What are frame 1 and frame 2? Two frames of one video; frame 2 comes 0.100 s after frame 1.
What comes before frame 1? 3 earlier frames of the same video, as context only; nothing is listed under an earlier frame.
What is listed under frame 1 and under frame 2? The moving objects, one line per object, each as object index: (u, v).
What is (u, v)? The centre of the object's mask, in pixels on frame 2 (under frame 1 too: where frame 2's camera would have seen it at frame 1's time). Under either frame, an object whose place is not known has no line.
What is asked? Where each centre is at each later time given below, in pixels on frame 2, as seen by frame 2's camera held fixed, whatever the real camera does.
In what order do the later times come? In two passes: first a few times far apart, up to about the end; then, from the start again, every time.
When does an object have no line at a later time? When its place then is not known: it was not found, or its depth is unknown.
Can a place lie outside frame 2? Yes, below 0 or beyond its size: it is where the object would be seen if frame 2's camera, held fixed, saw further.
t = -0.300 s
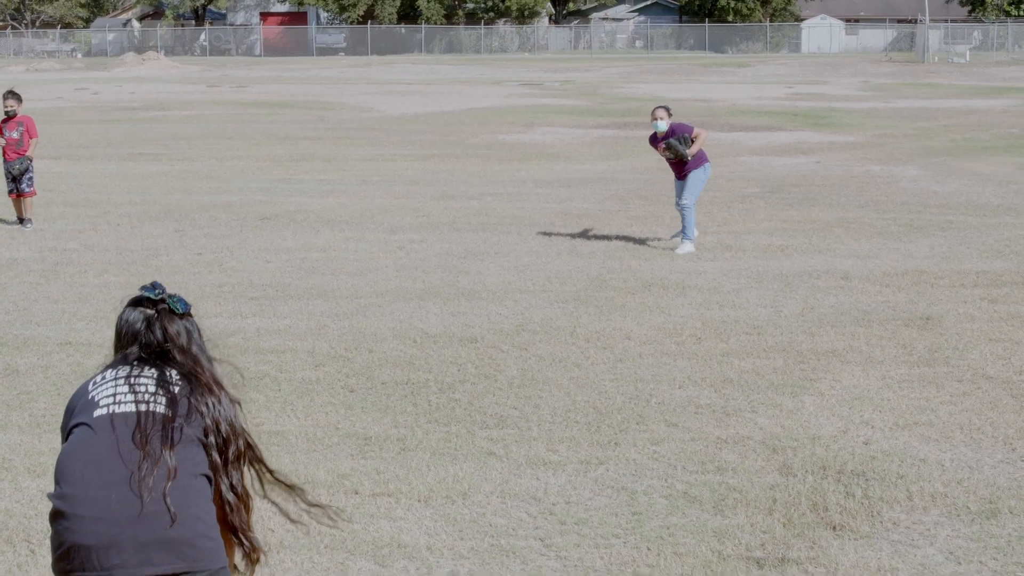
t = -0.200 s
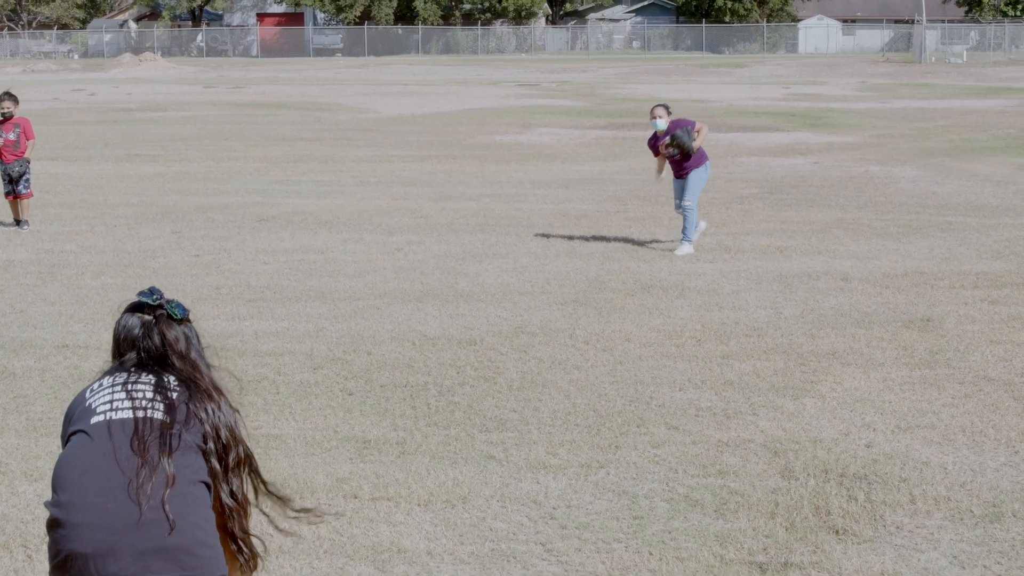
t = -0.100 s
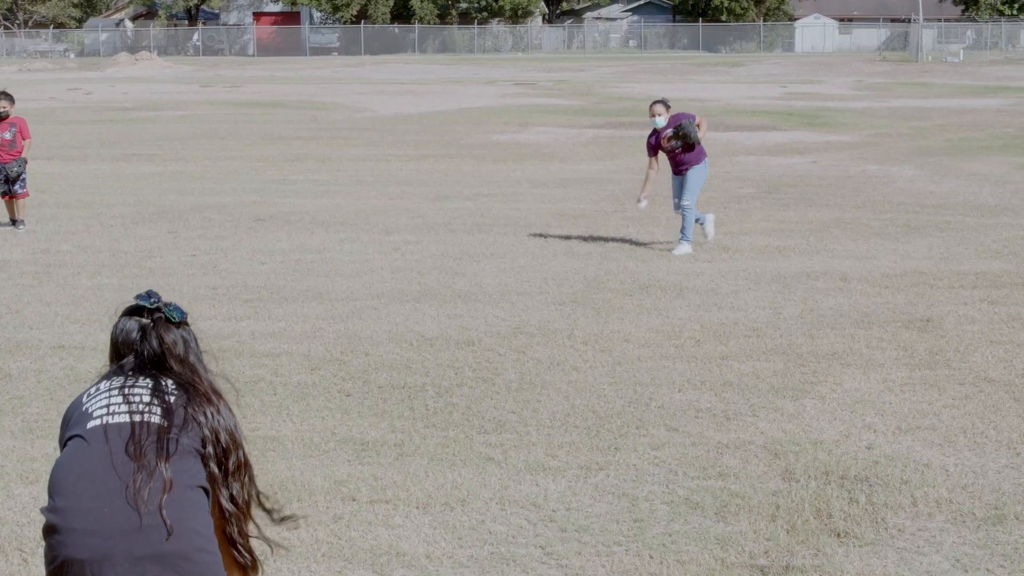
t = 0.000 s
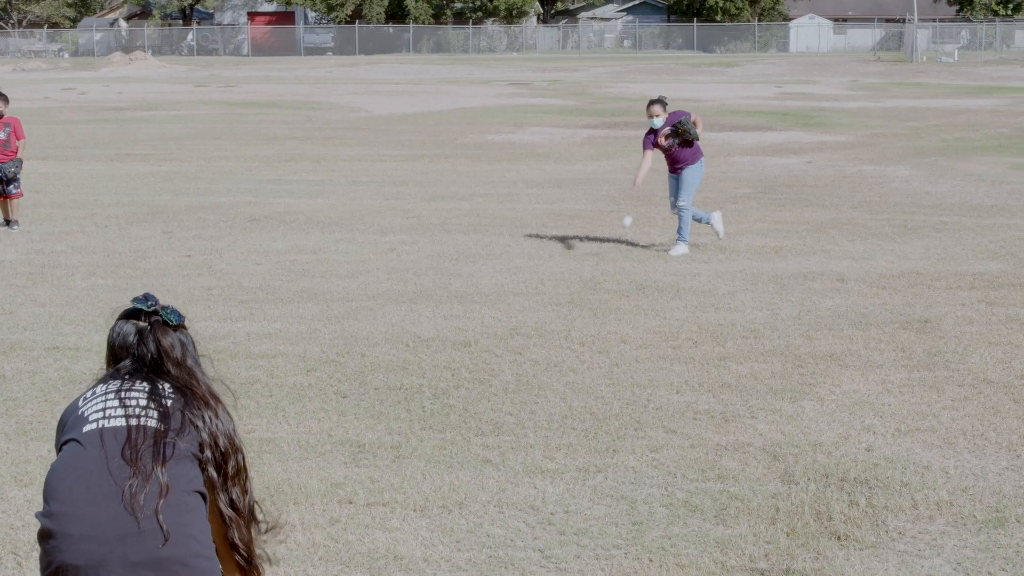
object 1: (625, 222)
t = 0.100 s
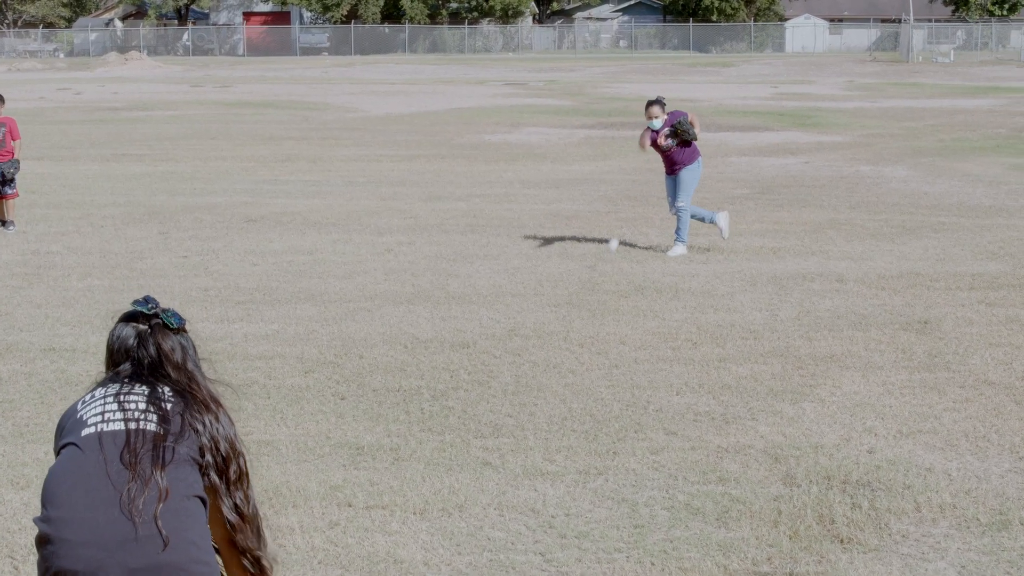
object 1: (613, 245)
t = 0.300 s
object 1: (591, 273)
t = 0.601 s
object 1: (567, 254)
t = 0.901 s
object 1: (536, 290)
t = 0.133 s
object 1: (610, 253)
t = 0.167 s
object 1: (605, 264)
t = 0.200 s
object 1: (600, 275)
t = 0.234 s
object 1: (596, 281)
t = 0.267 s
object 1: (594, 277)
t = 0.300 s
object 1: (591, 273)
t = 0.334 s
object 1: (589, 268)
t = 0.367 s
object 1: (586, 264)
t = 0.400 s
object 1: (583, 261)
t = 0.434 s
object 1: (581, 258)
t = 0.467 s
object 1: (578, 256)
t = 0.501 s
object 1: (576, 255)
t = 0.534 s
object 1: (573, 254)
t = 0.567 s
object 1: (570, 253)
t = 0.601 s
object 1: (567, 254)
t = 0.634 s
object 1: (564, 255)
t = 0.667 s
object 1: (561, 256)
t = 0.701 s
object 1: (558, 259)
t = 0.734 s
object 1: (555, 262)
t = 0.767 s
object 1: (552, 265)
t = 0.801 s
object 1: (548, 270)
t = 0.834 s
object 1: (544, 277)
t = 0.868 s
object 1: (540, 283)
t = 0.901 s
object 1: (536, 290)
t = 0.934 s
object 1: (532, 299)
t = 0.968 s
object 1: (527, 308)
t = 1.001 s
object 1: (522, 318)
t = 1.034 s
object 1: (518, 330)
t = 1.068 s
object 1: (512, 343)
